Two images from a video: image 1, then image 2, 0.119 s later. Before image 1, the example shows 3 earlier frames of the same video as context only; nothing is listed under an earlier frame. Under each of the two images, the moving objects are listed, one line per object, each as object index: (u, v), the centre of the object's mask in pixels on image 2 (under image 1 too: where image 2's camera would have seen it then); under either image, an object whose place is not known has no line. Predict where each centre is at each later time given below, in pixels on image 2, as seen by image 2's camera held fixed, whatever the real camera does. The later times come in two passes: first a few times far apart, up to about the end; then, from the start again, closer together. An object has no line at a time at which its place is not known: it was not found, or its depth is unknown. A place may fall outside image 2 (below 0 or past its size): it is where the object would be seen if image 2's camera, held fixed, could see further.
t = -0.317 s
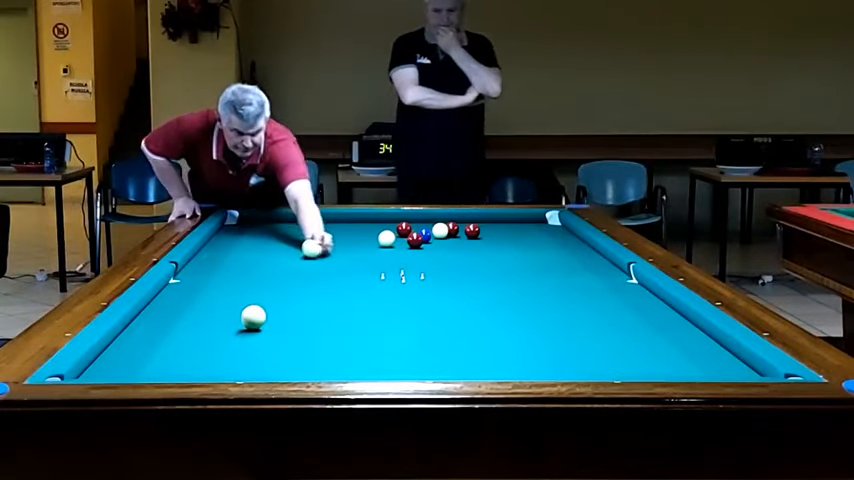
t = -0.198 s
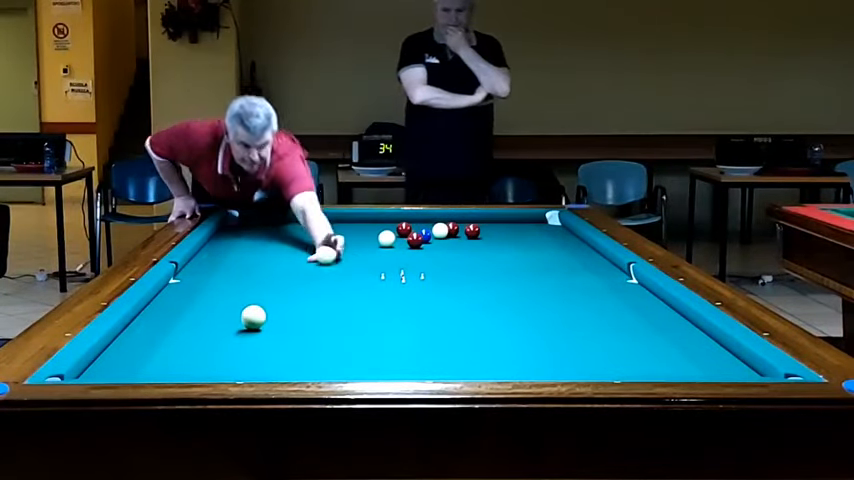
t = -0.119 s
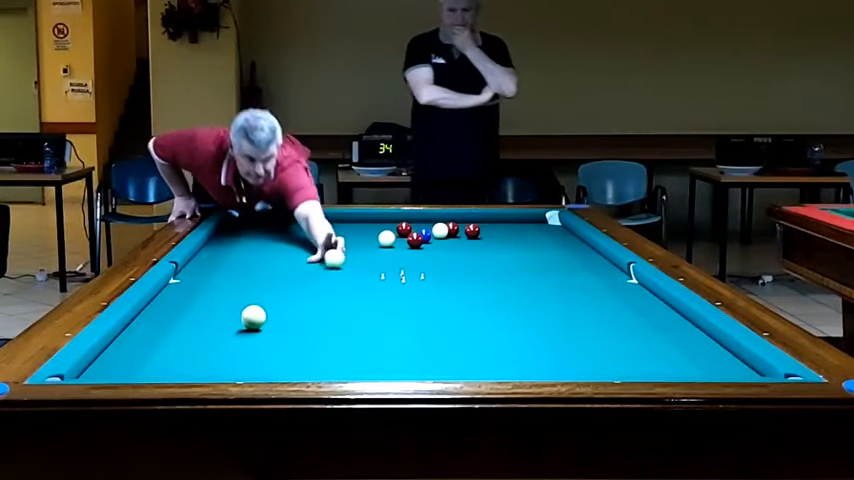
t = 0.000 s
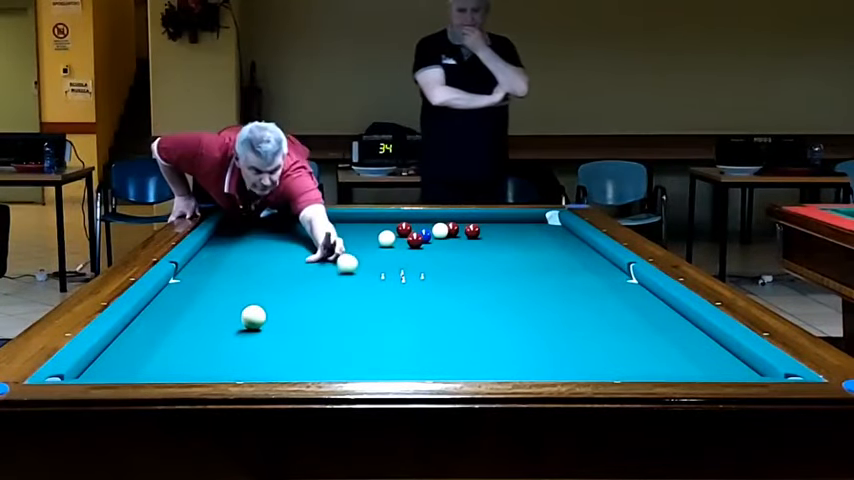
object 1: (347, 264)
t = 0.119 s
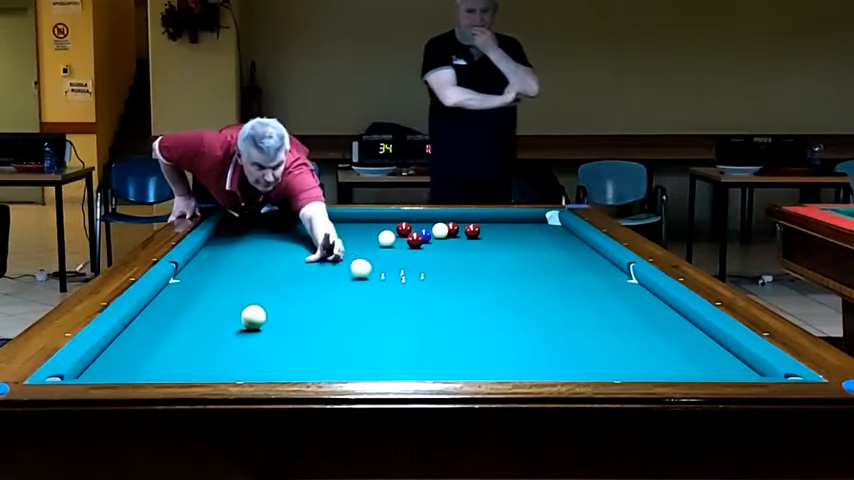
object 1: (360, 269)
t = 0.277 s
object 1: (379, 276)
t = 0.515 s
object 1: (410, 288)
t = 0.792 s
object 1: (450, 304)
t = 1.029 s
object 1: (490, 319)
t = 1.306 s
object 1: (542, 340)
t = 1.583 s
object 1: (602, 361)
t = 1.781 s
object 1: (650, 372)
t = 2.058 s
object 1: (670, 366)
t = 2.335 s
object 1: (682, 355)
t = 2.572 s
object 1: (690, 344)
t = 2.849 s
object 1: (699, 332)
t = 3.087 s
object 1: (681, 324)
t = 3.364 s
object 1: (659, 316)
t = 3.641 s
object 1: (640, 308)
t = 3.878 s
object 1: (625, 302)
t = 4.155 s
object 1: (608, 296)
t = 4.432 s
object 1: (594, 290)
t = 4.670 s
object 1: (582, 285)
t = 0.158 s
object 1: (365, 271)
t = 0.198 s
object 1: (370, 272)
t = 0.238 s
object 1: (374, 274)
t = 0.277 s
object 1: (379, 276)
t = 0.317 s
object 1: (384, 278)
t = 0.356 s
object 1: (389, 280)
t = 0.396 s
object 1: (394, 282)
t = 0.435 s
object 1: (400, 284)
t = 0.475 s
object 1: (405, 286)
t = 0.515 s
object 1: (410, 288)
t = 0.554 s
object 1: (416, 290)
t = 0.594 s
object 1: (421, 292)
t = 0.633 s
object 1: (427, 294)
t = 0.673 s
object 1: (433, 297)
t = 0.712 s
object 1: (438, 299)
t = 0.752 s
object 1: (444, 302)
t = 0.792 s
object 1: (450, 304)
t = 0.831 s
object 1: (457, 306)
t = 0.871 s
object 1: (463, 308)
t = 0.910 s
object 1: (470, 311)
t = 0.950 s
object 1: (476, 314)
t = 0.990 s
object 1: (483, 316)
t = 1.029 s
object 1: (490, 319)
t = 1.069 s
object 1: (497, 322)
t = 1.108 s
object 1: (504, 324)
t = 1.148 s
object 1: (511, 328)
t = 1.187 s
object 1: (519, 330)
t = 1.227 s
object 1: (526, 334)
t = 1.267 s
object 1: (534, 337)
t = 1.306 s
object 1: (542, 340)
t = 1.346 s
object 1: (550, 343)
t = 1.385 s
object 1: (558, 346)
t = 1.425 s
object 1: (567, 349)
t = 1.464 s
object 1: (575, 353)
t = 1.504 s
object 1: (584, 355)
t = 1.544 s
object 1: (593, 359)
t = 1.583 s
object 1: (602, 361)
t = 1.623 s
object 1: (611, 363)
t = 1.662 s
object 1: (621, 365)
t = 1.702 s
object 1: (630, 367)
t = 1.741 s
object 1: (640, 370)
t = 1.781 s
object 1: (650, 372)
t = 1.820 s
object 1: (660, 373)
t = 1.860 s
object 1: (662, 372)
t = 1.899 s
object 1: (663, 370)
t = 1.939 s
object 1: (665, 369)
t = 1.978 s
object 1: (666, 368)
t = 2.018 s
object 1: (668, 367)
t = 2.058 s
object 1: (670, 366)
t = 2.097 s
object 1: (672, 364)
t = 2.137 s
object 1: (674, 363)
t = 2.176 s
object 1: (675, 362)
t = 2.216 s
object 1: (677, 361)
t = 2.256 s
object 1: (678, 359)
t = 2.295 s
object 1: (680, 357)
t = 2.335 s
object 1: (682, 355)
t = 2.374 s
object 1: (683, 353)
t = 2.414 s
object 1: (685, 351)
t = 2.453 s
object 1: (686, 349)
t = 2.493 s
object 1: (688, 347)
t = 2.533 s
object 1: (689, 346)
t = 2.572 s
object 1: (690, 344)
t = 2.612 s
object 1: (692, 342)
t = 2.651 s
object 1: (693, 341)
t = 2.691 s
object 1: (694, 339)
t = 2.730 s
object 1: (695, 337)
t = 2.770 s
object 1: (696, 335)
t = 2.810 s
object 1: (697, 334)
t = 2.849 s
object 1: (699, 332)
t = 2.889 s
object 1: (697, 331)
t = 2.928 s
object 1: (693, 329)
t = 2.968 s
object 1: (690, 328)
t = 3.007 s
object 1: (687, 327)
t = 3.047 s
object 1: (684, 325)
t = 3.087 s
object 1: (681, 324)
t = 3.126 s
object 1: (677, 323)
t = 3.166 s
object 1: (674, 322)
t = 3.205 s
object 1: (671, 321)
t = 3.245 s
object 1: (668, 319)
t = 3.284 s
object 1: (665, 318)
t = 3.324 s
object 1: (662, 317)
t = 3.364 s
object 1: (659, 316)
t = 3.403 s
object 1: (656, 315)
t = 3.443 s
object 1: (654, 313)
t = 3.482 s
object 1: (651, 313)
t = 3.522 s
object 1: (648, 312)
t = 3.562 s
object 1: (645, 310)
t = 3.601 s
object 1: (643, 309)
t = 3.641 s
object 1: (640, 308)
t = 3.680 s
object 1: (637, 307)
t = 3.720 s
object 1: (635, 306)
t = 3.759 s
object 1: (632, 305)
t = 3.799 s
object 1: (630, 304)
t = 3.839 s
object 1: (627, 303)
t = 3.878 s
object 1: (625, 302)
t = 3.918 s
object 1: (622, 301)
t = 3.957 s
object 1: (620, 300)
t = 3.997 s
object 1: (618, 299)
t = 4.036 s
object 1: (615, 298)
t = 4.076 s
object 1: (613, 297)
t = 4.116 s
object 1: (611, 297)
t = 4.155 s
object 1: (608, 296)
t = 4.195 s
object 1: (606, 295)
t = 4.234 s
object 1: (604, 294)
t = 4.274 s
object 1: (602, 293)
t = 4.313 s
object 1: (600, 292)
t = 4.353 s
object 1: (597, 291)
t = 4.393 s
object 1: (596, 290)
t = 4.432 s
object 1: (594, 290)
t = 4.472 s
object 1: (591, 289)
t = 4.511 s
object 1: (590, 288)
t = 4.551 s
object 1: (588, 287)
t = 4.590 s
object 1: (586, 286)
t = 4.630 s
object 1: (584, 286)
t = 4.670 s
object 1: (582, 285)
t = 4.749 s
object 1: (578, 284)
